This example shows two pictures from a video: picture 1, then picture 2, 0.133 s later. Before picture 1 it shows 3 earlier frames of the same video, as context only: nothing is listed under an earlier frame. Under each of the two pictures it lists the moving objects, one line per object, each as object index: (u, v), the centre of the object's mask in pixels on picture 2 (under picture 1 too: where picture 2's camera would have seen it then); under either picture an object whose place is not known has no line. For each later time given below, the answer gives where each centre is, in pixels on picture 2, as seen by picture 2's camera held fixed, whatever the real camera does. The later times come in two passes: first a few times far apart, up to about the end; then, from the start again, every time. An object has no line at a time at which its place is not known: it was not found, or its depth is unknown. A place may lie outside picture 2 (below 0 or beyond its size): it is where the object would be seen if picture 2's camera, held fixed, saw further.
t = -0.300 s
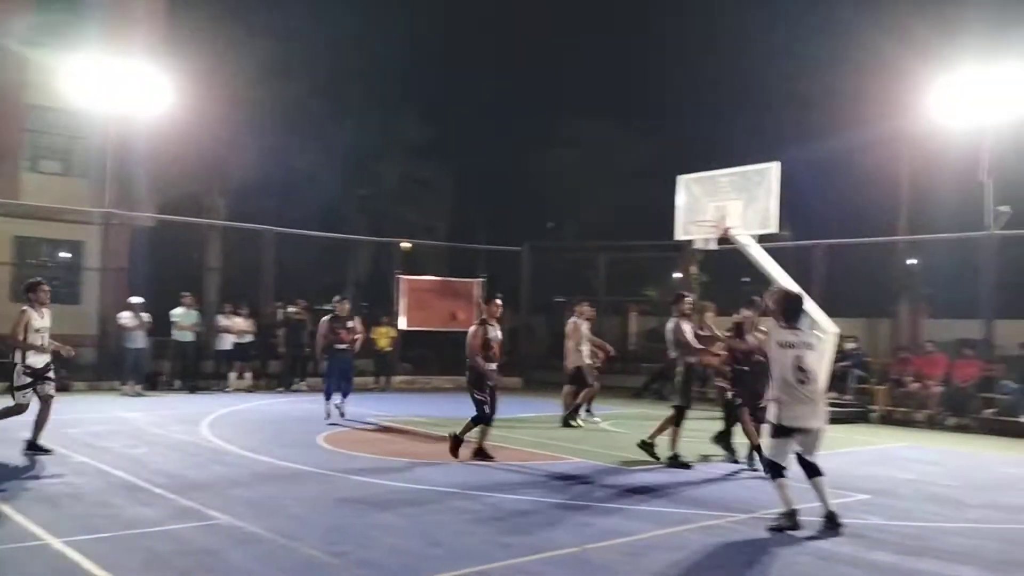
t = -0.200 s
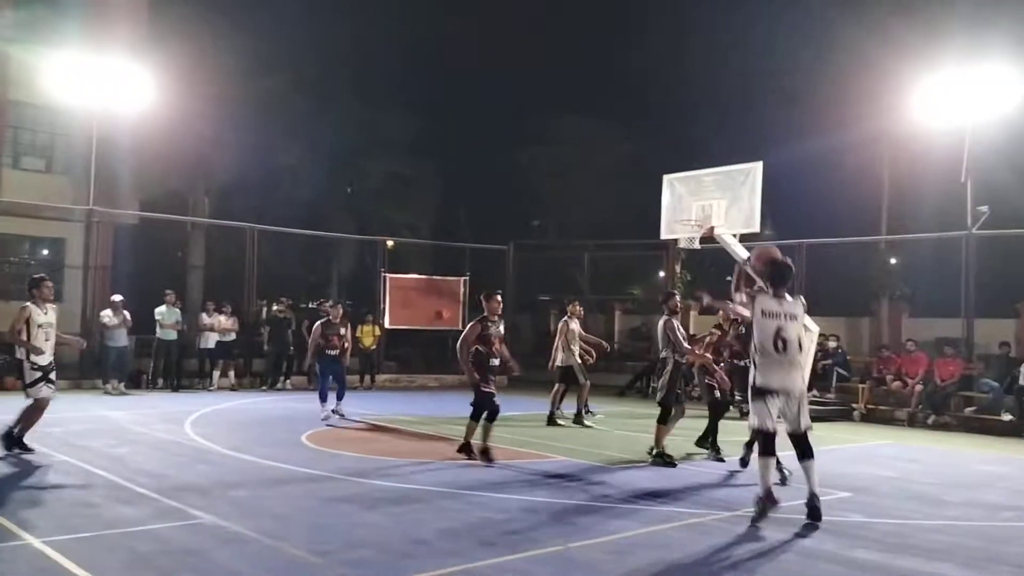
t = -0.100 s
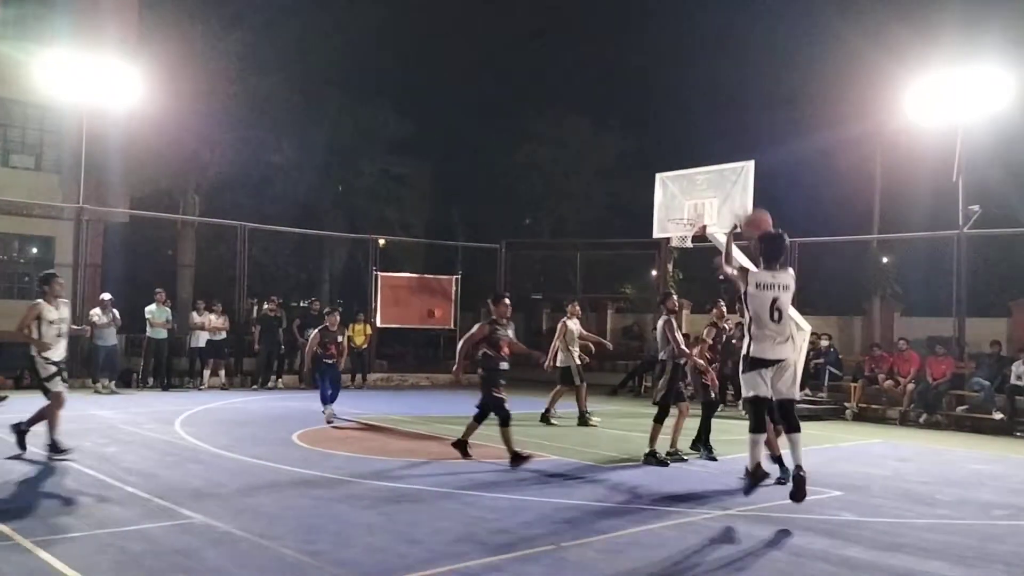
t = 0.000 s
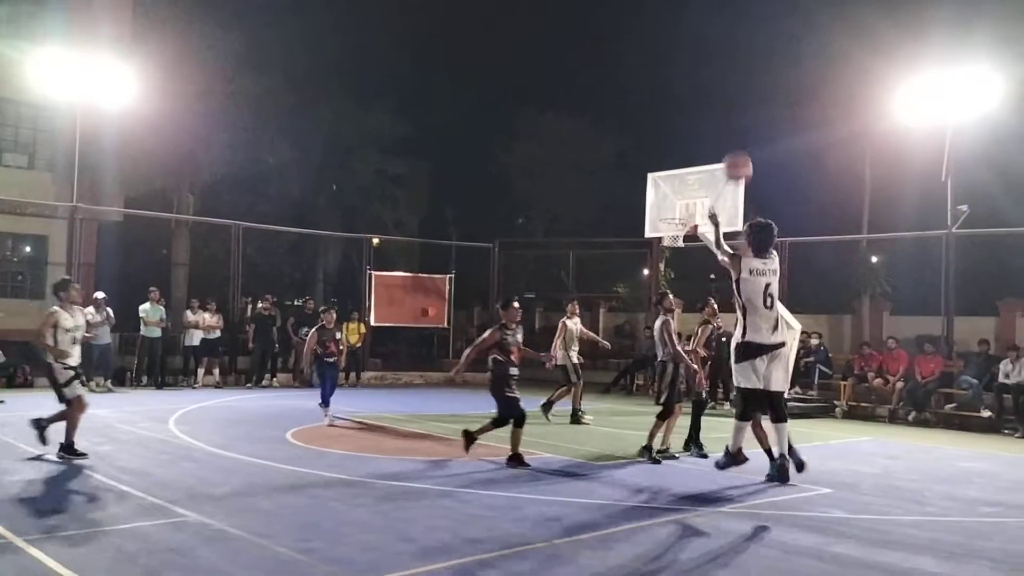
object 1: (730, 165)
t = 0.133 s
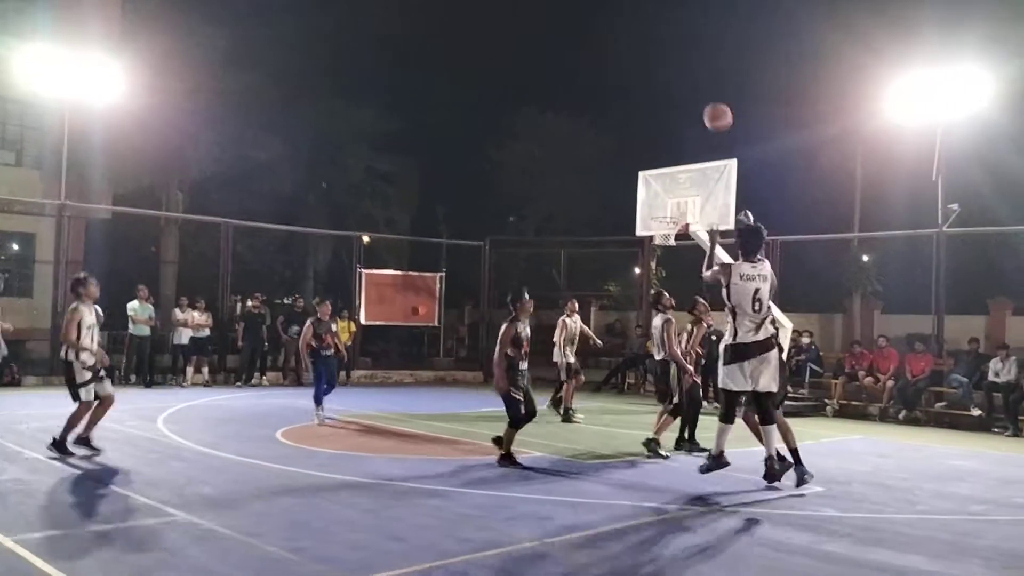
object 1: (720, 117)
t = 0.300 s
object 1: (709, 88)
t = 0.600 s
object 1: (692, 102)
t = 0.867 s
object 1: (678, 160)
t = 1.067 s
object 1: (669, 205)
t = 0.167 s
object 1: (718, 109)
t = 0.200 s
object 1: (715, 101)
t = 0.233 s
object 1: (713, 96)
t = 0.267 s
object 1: (711, 91)
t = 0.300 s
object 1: (709, 88)
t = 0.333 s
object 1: (707, 86)
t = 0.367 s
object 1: (705, 85)
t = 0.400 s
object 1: (703, 85)
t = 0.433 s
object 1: (701, 86)
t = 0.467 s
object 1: (699, 88)
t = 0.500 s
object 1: (697, 90)
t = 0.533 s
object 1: (695, 93)
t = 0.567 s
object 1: (694, 97)
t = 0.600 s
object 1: (692, 102)
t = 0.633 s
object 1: (690, 107)
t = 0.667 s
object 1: (688, 113)
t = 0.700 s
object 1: (687, 120)
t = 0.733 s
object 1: (685, 127)
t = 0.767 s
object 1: (683, 135)
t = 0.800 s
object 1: (682, 143)
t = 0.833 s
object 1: (679, 152)
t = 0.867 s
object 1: (678, 160)
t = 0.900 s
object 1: (676, 170)
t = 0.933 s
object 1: (674, 181)
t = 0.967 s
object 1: (673, 191)
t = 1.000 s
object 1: (671, 202)
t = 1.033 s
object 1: (670, 210)
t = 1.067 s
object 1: (669, 205)
